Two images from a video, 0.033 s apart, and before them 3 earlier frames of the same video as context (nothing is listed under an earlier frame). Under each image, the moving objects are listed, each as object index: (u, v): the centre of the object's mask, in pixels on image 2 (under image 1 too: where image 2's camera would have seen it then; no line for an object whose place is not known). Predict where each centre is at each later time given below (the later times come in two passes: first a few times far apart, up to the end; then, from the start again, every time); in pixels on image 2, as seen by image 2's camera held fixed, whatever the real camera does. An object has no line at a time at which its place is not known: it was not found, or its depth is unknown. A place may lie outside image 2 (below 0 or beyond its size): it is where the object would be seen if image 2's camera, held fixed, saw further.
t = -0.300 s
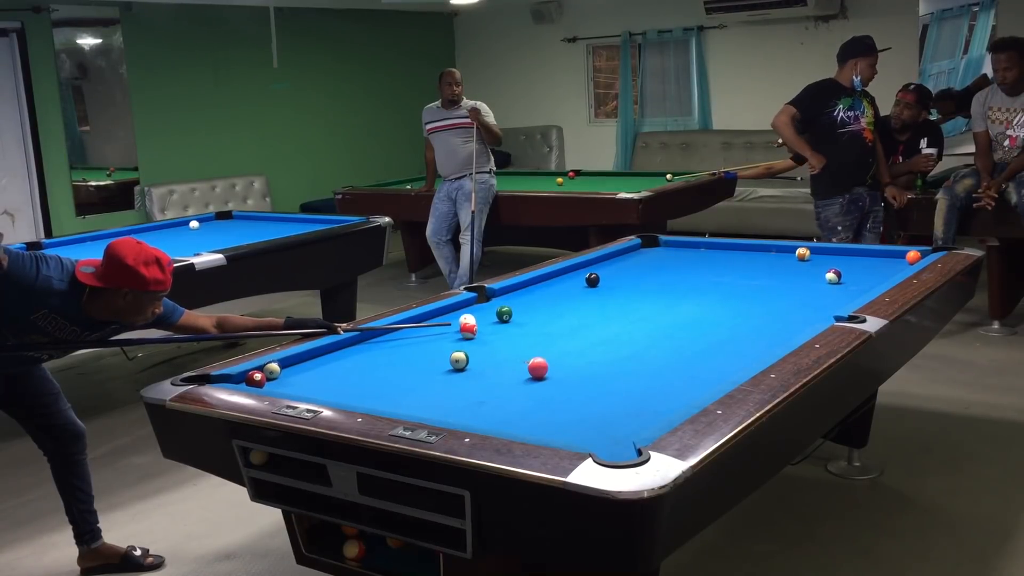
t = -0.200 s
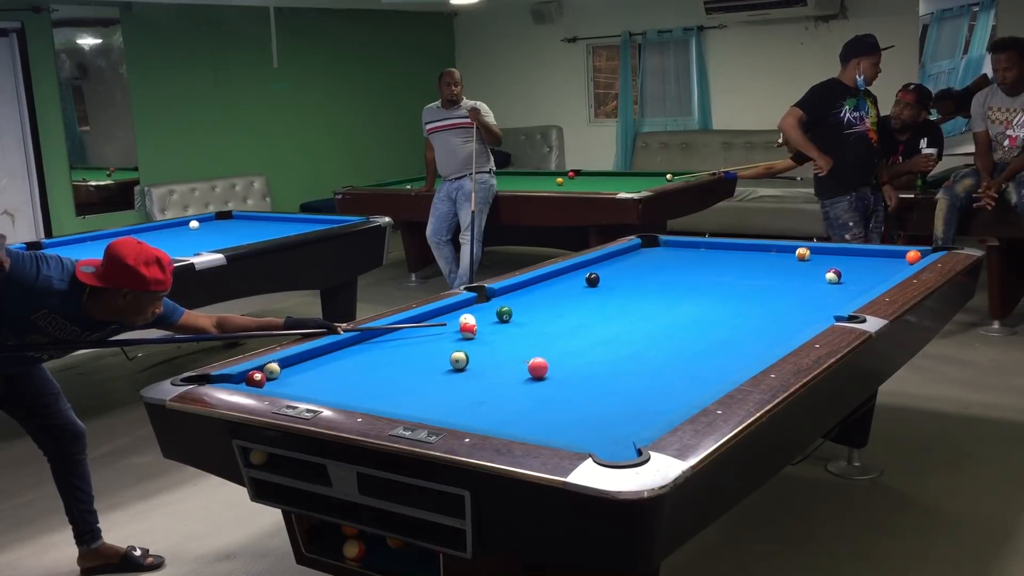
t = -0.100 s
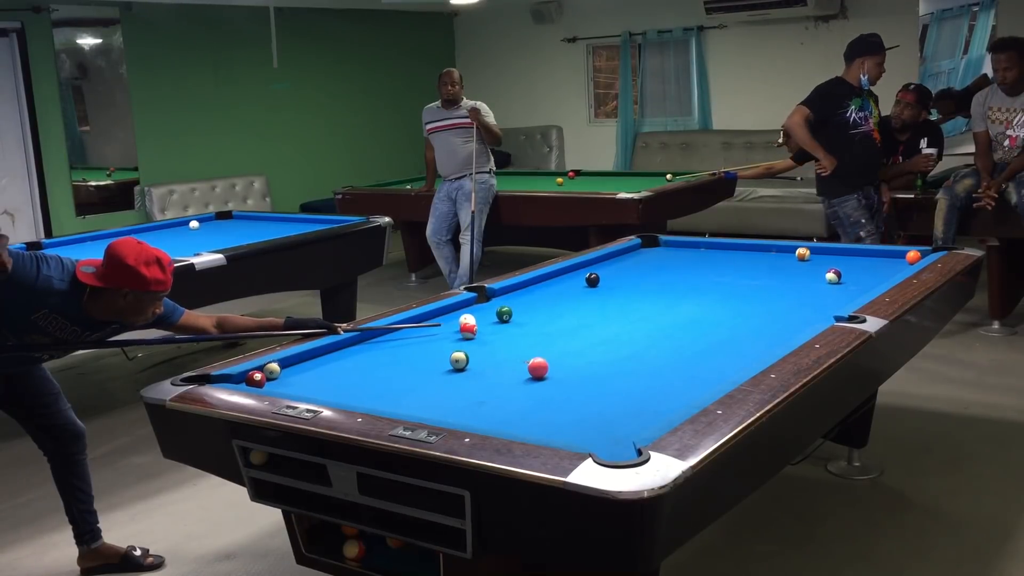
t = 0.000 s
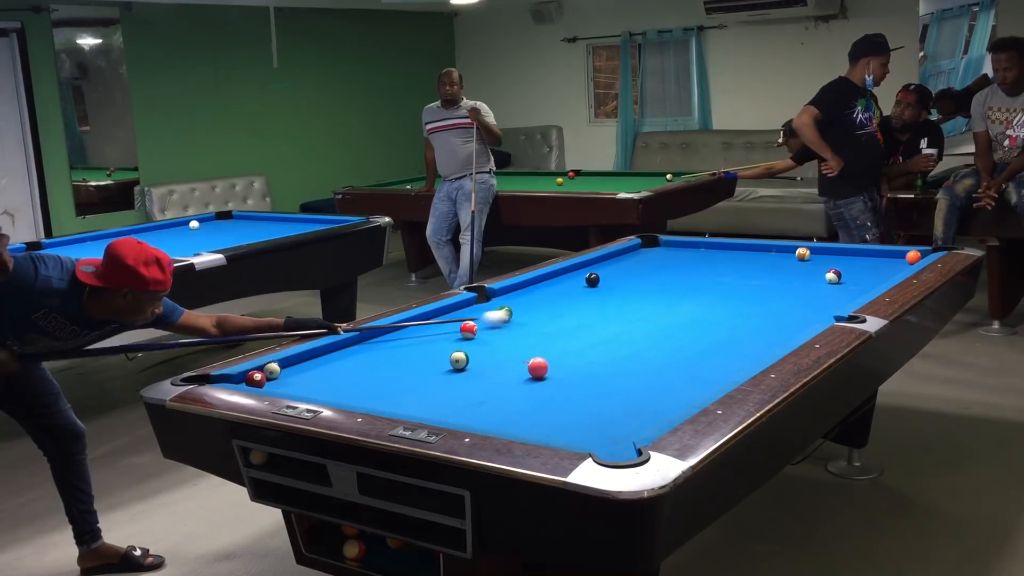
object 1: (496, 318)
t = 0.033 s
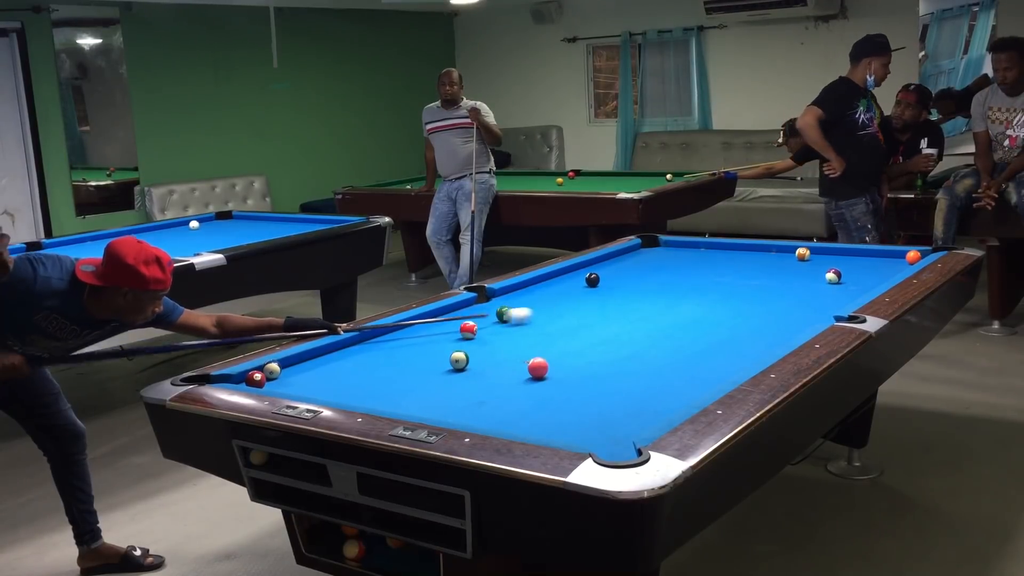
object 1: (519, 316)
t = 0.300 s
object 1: (669, 297)
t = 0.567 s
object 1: (803, 281)
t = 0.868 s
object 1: (882, 278)
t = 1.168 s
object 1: (858, 276)
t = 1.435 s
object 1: (833, 272)
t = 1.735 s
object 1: (809, 269)
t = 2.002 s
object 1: (789, 266)
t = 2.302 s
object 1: (770, 263)
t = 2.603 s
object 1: (752, 261)
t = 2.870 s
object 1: (739, 259)
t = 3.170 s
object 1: (725, 257)
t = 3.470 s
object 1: (713, 256)
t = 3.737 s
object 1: (704, 254)
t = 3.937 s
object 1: (698, 253)
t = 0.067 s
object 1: (540, 313)
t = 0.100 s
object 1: (560, 311)
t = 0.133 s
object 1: (579, 308)
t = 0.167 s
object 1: (598, 306)
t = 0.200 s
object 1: (616, 304)
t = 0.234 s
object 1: (634, 302)
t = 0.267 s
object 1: (651, 299)
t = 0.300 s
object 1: (669, 297)
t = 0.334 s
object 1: (686, 295)
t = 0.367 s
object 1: (704, 293)
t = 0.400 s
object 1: (721, 291)
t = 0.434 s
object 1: (737, 289)
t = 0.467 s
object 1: (754, 287)
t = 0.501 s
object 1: (771, 285)
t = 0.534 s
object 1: (787, 283)
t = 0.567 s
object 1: (803, 281)
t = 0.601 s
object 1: (818, 279)
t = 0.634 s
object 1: (828, 278)
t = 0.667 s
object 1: (835, 279)
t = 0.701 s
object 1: (842, 280)
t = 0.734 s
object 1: (849, 279)
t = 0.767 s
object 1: (857, 279)
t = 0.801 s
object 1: (866, 280)
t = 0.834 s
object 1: (874, 279)
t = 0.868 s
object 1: (882, 278)
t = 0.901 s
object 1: (884, 277)
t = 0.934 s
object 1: (880, 278)
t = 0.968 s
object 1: (877, 278)
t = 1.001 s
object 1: (874, 278)
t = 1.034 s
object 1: (871, 278)
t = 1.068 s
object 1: (868, 277)
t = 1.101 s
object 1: (864, 277)
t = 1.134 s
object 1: (861, 276)
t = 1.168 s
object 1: (858, 276)
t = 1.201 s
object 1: (855, 275)
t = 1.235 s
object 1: (852, 275)
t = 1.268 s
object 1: (848, 274)
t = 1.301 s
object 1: (845, 274)
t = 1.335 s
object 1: (842, 274)
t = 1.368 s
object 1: (839, 273)
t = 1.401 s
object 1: (837, 273)
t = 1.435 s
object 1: (833, 272)
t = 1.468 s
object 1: (830, 272)
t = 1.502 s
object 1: (827, 271)
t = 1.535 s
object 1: (825, 271)
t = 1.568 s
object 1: (822, 271)
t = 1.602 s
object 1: (819, 270)
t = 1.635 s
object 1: (817, 270)
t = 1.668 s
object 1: (814, 270)
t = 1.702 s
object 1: (811, 269)
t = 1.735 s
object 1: (809, 269)
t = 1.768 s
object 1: (806, 269)
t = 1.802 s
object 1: (804, 268)
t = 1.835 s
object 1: (801, 268)
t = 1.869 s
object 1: (799, 267)
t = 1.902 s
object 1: (796, 267)
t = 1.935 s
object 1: (794, 267)
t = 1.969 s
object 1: (792, 266)
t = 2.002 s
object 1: (789, 266)
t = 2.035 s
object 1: (787, 266)
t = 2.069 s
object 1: (785, 266)
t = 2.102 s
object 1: (783, 265)
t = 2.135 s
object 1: (781, 265)
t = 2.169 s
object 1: (778, 265)
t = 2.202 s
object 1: (776, 264)
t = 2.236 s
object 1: (774, 264)
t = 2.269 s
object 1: (772, 264)
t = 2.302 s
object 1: (770, 263)
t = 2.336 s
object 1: (768, 263)
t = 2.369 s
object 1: (766, 263)
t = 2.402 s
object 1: (764, 262)
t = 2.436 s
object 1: (762, 262)
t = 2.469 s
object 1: (760, 262)
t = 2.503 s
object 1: (758, 262)
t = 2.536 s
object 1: (756, 261)
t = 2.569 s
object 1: (754, 261)
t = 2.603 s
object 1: (752, 261)
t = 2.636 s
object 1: (751, 261)
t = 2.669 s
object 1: (749, 260)
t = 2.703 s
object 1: (747, 260)
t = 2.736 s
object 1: (746, 260)
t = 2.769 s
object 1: (744, 260)
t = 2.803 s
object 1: (742, 259)
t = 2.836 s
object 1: (740, 259)
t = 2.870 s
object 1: (739, 259)
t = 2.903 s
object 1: (737, 259)
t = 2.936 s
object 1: (735, 259)
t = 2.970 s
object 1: (734, 258)
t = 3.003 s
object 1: (733, 258)
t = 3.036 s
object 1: (731, 258)
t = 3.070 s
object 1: (729, 258)
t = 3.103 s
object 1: (728, 258)
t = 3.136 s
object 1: (726, 257)
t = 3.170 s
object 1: (725, 257)
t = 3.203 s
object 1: (724, 257)
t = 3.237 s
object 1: (722, 257)
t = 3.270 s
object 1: (721, 257)
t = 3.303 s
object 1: (719, 257)
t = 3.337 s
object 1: (718, 256)
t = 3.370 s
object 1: (717, 256)
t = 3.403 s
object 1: (716, 256)
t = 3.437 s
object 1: (714, 256)
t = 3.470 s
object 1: (713, 256)
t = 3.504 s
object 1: (712, 255)
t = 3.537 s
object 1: (711, 255)
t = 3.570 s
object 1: (709, 255)
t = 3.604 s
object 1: (708, 255)
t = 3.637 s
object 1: (707, 255)
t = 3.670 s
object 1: (706, 255)
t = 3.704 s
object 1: (705, 255)
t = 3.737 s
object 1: (704, 254)
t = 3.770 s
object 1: (703, 254)
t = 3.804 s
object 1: (702, 254)
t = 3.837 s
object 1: (701, 254)
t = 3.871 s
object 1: (700, 254)
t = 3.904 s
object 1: (699, 254)
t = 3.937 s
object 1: (698, 253)
